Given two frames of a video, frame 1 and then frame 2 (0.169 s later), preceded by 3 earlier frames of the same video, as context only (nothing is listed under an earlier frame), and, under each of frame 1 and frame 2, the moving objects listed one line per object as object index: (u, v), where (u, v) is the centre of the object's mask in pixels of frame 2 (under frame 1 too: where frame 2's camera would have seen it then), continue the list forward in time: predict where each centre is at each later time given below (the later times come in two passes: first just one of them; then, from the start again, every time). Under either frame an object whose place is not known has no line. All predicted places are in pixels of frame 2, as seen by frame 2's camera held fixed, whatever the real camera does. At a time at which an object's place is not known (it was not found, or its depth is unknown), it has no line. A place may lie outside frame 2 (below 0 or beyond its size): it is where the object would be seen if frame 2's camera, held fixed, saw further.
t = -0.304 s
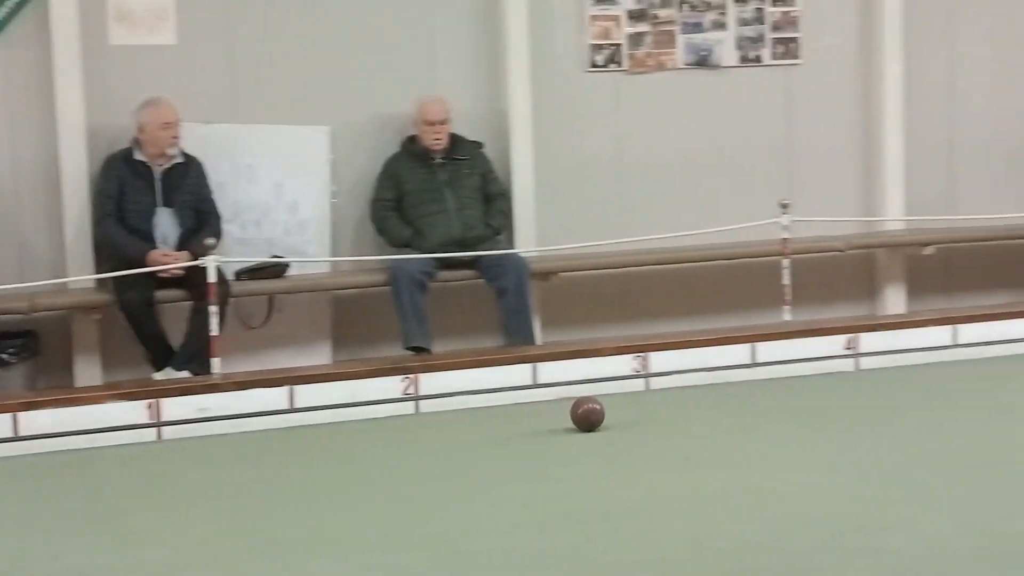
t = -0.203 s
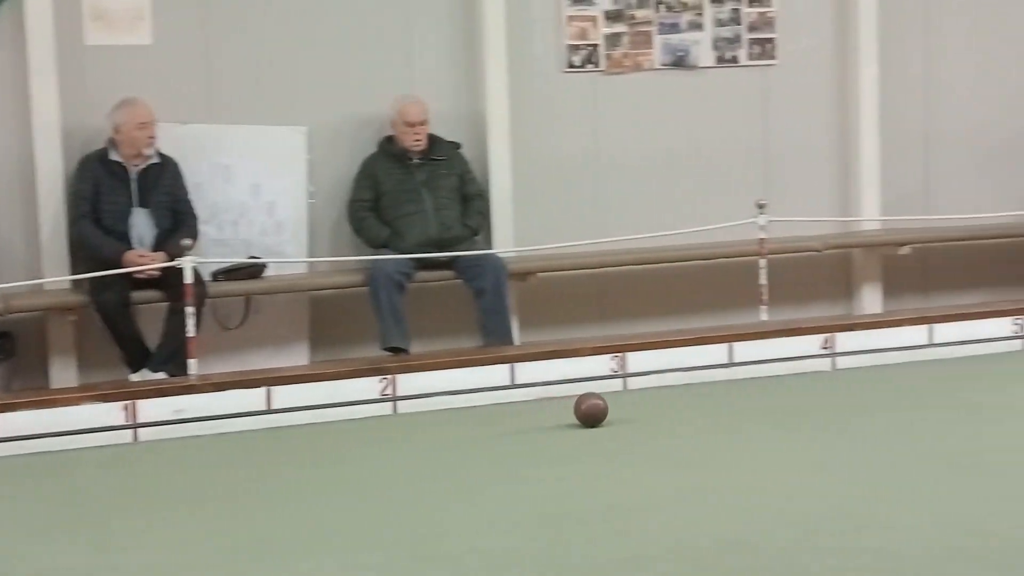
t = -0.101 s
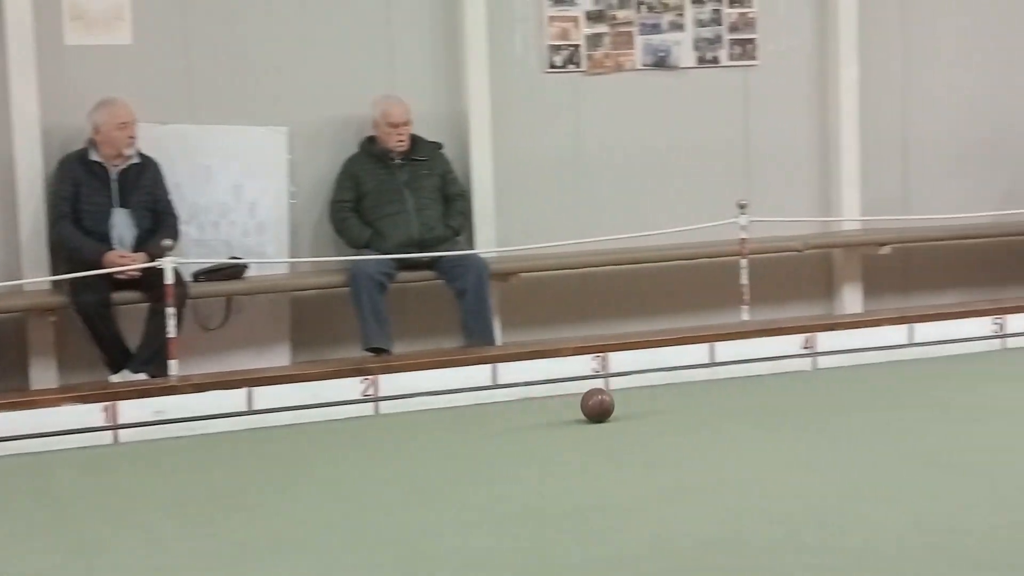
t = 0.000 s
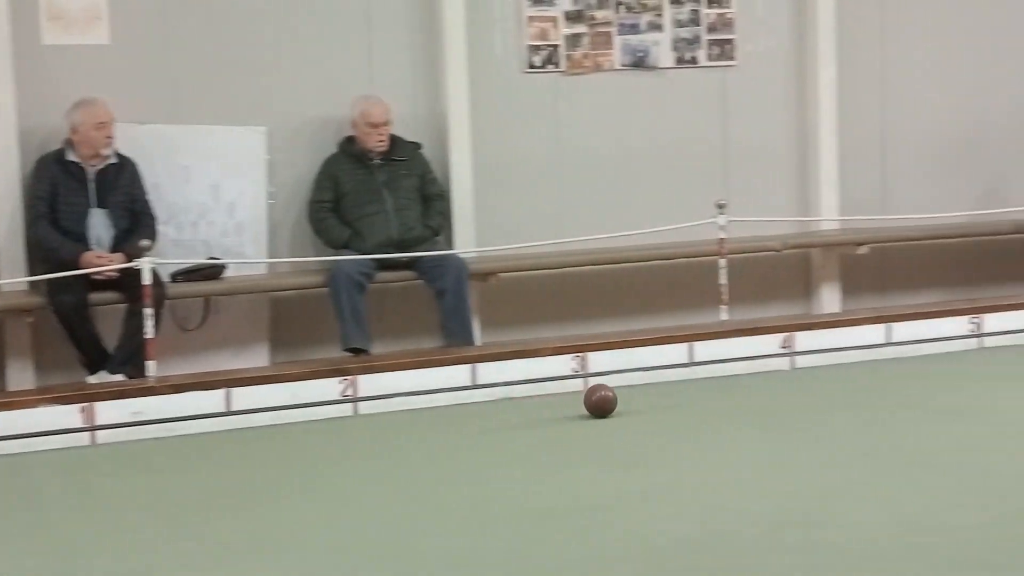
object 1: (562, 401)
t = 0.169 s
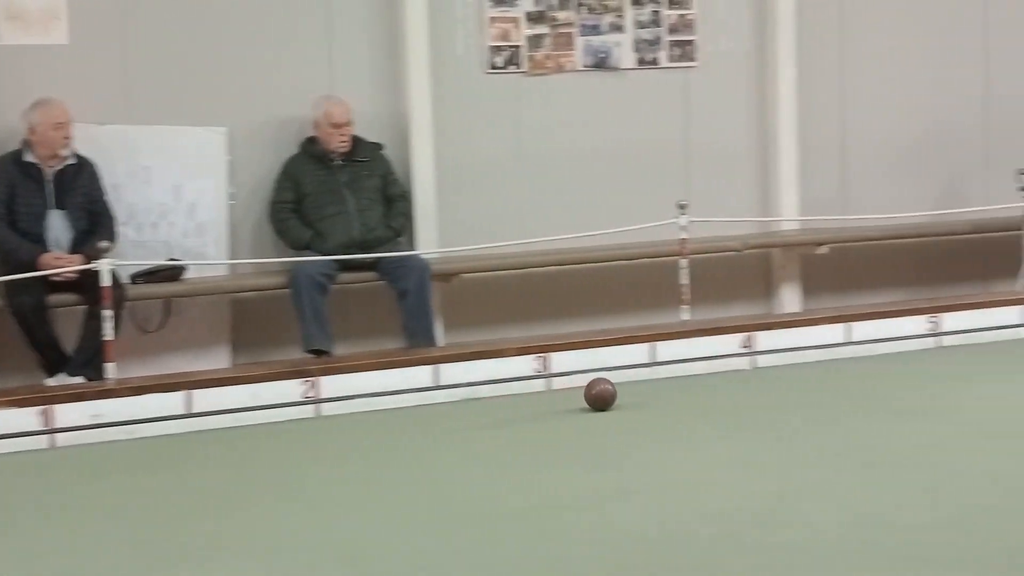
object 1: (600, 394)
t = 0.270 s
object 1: (623, 390)
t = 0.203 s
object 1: (608, 393)
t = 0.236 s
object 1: (616, 392)
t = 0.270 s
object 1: (623, 390)
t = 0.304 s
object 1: (631, 389)
